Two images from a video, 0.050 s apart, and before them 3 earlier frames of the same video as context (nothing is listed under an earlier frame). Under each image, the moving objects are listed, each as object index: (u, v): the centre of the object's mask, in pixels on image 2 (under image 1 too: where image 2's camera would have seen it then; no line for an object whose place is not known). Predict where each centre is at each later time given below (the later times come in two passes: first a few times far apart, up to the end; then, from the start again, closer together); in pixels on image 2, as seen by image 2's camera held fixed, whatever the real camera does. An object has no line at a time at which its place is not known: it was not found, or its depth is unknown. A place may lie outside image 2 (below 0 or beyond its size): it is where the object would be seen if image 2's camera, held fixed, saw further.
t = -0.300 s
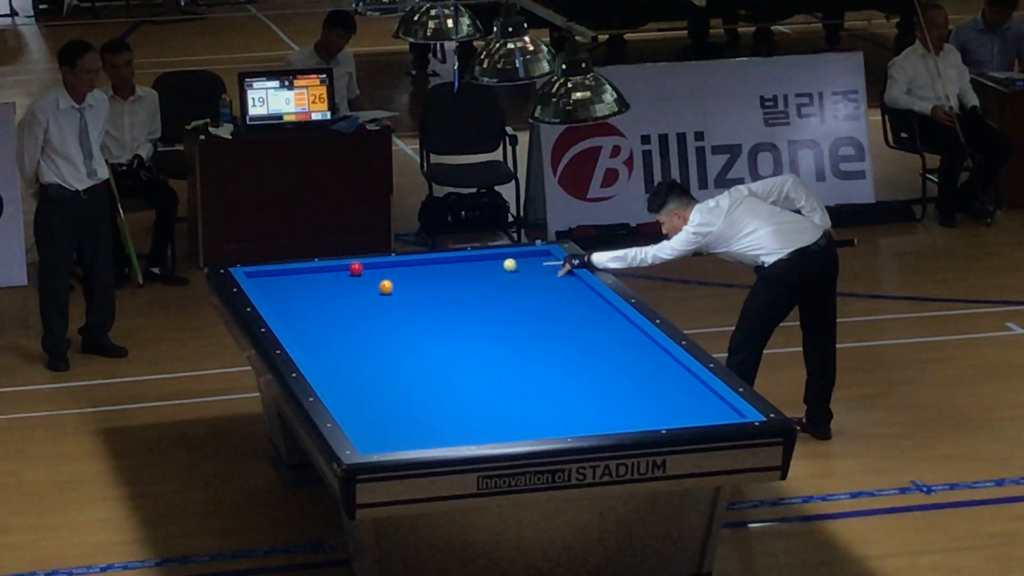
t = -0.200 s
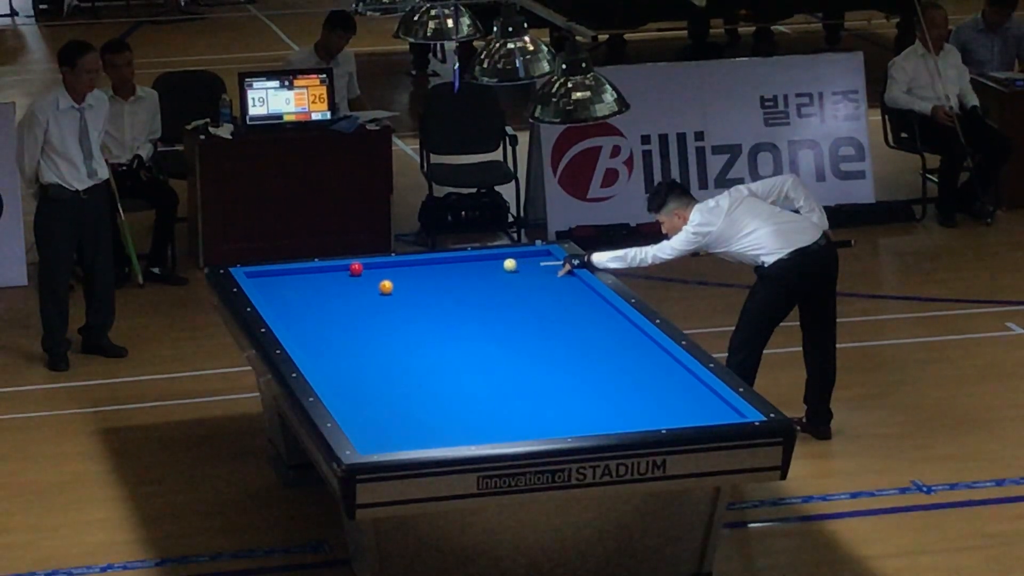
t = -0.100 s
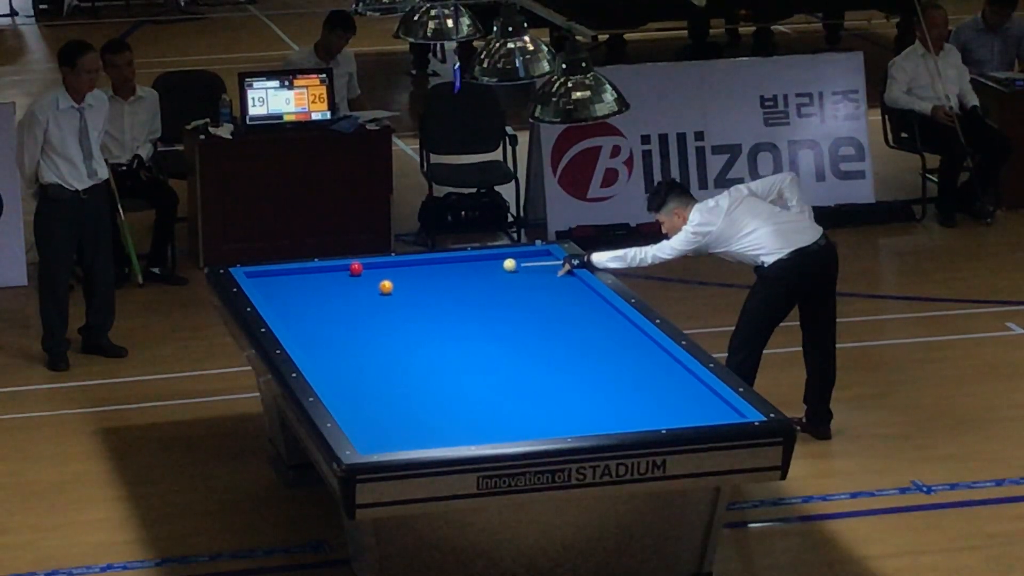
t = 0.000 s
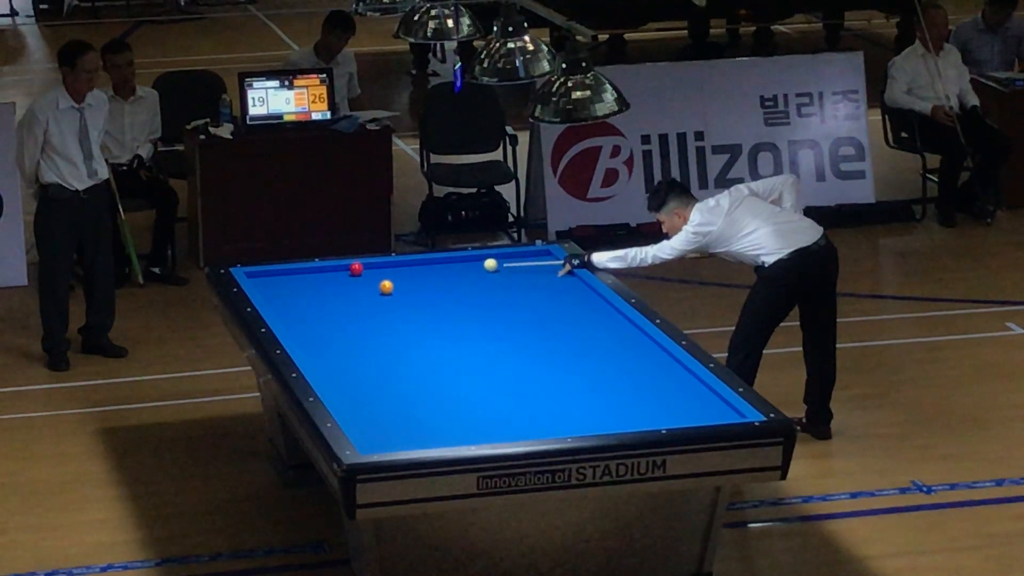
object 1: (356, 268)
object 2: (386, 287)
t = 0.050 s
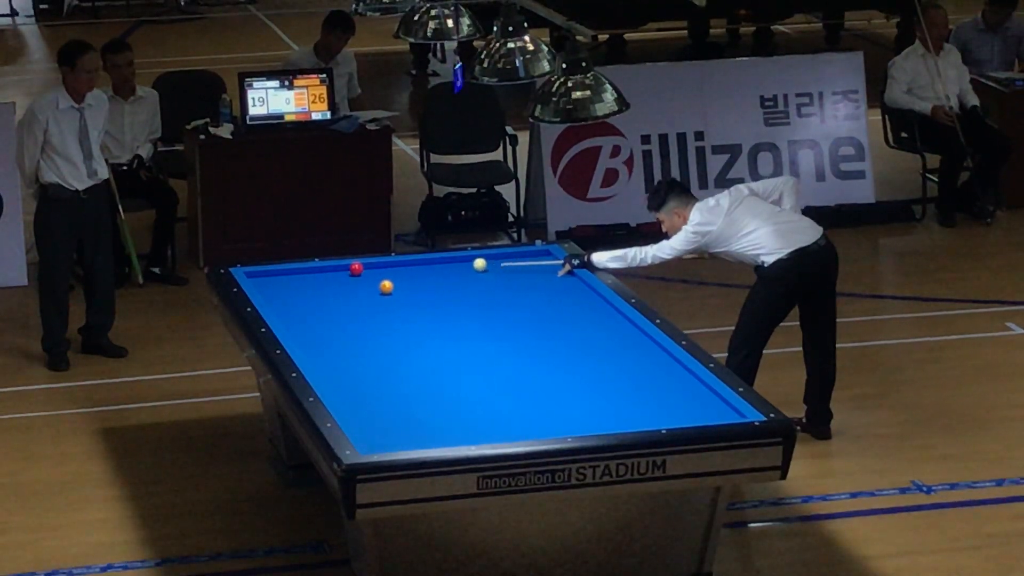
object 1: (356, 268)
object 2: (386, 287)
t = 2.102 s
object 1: (324, 292)
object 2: (386, 287)
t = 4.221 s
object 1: (287, 318)
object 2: (443, 289)
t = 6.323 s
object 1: (302, 327)
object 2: (495, 289)
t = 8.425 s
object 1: (304, 327)
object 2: (504, 289)
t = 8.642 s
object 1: (304, 327)
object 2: (504, 289)
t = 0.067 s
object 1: (356, 268)
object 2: (386, 287)
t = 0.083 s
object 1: (356, 268)
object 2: (386, 287)
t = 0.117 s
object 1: (356, 268)
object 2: (386, 287)
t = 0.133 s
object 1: (356, 268)
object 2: (386, 287)
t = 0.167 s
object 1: (356, 268)
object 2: (386, 287)
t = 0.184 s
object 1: (356, 268)
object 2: (386, 287)
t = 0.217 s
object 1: (356, 268)
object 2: (386, 287)
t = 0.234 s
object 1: (356, 268)
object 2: (386, 287)
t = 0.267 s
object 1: (356, 268)
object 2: (386, 287)
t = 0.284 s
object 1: (356, 268)
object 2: (386, 287)
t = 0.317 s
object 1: (356, 268)
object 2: (386, 287)
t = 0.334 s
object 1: (356, 268)
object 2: (386, 287)
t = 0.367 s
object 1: (356, 268)
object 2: (386, 287)
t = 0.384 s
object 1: (356, 268)
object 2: (386, 287)
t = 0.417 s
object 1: (356, 268)
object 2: (386, 287)
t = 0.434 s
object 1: (356, 268)
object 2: (386, 287)
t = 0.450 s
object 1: (356, 268)
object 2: (386, 287)
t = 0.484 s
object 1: (356, 268)
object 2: (386, 287)
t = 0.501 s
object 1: (356, 268)
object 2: (386, 287)
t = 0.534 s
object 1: (356, 268)
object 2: (386, 287)
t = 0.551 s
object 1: (356, 268)
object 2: (386, 287)
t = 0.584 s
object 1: (356, 268)
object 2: (386, 287)
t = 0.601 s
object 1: (356, 268)
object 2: (386, 287)
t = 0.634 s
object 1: (356, 268)
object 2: (386, 287)
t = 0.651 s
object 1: (356, 268)
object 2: (386, 287)
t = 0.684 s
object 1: (356, 268)
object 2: (386, 287)
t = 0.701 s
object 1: (356, 268)
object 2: (386, 287)
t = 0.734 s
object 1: (355, 269)
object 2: (386, 287)
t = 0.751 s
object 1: (354, 270)
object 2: (386, 287)
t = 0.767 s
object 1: (354, 270)
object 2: (386, 287)
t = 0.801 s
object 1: (353, 270)
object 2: (386, 287)
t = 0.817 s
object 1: (353, 271)
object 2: (386, 287)
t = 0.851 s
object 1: (351, 271)
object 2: (386, 287)
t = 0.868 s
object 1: (351, 271)
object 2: (386, 287)
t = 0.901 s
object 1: (350, 272)
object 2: (386, 287)
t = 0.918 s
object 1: (350, 272)
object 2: (386, 287)
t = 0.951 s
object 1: (349, 273)
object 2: (386, 287)
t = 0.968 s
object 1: (349, 273)
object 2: (386, 287)
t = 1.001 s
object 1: (348, 274)
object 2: (386, 287)
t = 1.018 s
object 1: (348, 274)
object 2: (386, 287)
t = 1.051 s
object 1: (347, 275)
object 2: (386, 287)
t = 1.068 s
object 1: (347, 275)
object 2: (386, 287)
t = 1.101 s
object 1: (346, 275)
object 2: (386, 287)
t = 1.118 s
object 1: (345, 276)
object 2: (386, 287)
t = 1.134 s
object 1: (345, 276)
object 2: (386, 287)
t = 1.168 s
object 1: (344, 277)
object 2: (386, 287)
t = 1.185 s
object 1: (344, 277)
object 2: (386, 287)
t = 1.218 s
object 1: (343, 277)
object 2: (386, 287)
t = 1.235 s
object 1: (342, 278)
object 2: (386, 287)
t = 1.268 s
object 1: (342, 278)
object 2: (386, 287)
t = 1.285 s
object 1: (341, 279)
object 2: (386, 287)
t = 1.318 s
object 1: (341, 279)
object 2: (386, 287)
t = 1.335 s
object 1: (340, 279)
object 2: (386, 287)
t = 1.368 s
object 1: (340, 280)
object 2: (386, 287)
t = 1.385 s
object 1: (339, 280)
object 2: (386, 287)
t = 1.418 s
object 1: (339, 281)
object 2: (386, 287)
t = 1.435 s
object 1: (338, 281)
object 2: (386, 287)
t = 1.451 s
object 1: (337, 281)
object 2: (386, 287)
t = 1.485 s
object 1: (337, 282)
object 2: (386, 287)
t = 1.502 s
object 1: (337, 282)
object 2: (386, 287)
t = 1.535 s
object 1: (336, 282)
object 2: (386, 287)
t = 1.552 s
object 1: (335, 283)
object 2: (386, 287)
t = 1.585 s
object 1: (335, 283)
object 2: (386, 287)
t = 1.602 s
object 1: (334, 283)
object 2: (386, 287)
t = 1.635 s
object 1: (333, 284)
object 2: (386, 287)
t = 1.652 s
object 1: (333, 285)
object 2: (386, 287)
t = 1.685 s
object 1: (333, 285)
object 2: (386, 287)
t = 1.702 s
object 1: (332, 285)
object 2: (386, 287)
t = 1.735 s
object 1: (331, 286)
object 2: (386, 287)
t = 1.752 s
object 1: (331, 286)
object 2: (386, 287)
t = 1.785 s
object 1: (330, 287)
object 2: (386, 287)
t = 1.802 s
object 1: (330, 287)
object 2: (386, 287)
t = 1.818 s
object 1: (330, 287)
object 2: (386, 287)
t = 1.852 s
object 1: (329, 288)
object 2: (386, 287)
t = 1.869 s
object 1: (328, 288)
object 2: (386, 287)
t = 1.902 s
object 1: (328, 288)
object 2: (386, 287)
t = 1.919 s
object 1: (327, 289)
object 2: (386, 287)
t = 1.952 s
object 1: (326, 289)
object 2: (386, 287)
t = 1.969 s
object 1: (326, 290)
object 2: (386, 287)
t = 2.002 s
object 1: (326, 290)
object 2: (386, 287)
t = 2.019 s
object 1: (325, 290)
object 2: (386, 287)
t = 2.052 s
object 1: (324, 291)
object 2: (386, 287)
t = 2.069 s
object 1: (324, 291)
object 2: (386, 287)
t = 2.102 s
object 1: (324, 292)
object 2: (386, 287)
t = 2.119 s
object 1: (323, 292)
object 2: (386, 287)
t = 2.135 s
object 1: (323, 292)
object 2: (386, 287)
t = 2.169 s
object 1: (322, 293)
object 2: (386, 287)
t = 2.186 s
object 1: (322, 293)
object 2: (386, 287)
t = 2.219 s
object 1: (321, 294)
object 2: (386, 287)
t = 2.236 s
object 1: (320, 294)
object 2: (386, 287)
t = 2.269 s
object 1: (320, 294)
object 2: (386, 287)
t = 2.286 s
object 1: (320, 294)
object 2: (386, 287)
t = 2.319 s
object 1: (319, 295)
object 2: (386, 287)
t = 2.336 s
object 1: (319, 295)
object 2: (386, 287)
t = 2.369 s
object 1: (318, 295)
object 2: (386, 287)
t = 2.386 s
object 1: (318, 296)
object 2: (386, 287)
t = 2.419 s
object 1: (317, 296)
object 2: (386, 287)
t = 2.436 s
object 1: (317, 297)
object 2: (386, 287)
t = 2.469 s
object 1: (316, 297)
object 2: (386, 287)
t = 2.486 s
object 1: (316, 297)
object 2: (386, 287)
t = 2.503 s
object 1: (316, 297)
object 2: (386, 287)
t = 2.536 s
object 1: (315, 298)
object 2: (386, 287)
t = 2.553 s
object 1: (314, 298)
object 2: (386, 287)
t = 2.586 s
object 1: (314, 299)
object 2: (386, 287)
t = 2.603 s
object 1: (314, 299)
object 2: (386, 287)
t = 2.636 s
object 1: (313, 299)
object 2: (386, 287)
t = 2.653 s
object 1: (312, 300)
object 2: (386, 287)
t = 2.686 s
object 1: (312, 300)
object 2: (386, 287)
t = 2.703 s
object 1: (311, 300)
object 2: (386, 287)
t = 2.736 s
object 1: (311, 301)
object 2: (386, 287)
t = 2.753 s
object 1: (311, 301)
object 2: (386, 287)
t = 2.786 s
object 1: (310, 301)
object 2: (386, 287)
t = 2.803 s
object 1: (310, 301)
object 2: (386, 287)
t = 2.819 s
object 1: (309, 302)
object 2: (386, 287)
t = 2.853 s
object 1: (309, 302)
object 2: (386, 287)
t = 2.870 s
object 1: (308, 302)
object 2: (386, 287)
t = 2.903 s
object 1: (308, 303)
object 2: (386, 287)
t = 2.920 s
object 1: (308, 303)
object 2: (387, 287)
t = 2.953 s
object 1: (307, 303)
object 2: (389, 287)
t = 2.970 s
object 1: (307, 304)
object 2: (390, 287)
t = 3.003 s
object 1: (306, 304)
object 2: (392, 287)
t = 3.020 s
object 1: (306, 304)
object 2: (393, 287)
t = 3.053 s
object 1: (305, 305)
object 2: (394, 287)
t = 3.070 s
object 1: (305, 305)
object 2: (395, 287)
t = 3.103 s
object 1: (304, 305)
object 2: (397, 287)
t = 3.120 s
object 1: (304, 306)
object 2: (398, 287)
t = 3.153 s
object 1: (303, 306)
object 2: (399, 288)
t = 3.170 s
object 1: (303, 306)
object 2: (400, 287)
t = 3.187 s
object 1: (303, 307)
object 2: (400, 288)
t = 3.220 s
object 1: (302, 307)
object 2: (402, 288)
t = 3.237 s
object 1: (302, 307)
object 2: (403, 287)
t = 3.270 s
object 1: (302, 308)
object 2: (404, 288)
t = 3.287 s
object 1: (301, 308)
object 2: (405, 288)
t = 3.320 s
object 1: (301, 308)
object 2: (406, 288)
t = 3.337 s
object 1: (300, 308)
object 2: (407, 288)
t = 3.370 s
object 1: (300, 308)
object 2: (409, 288)
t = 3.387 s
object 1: (299, 309)
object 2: (409, 288)
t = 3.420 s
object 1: (299, 309)
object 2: (411, 288)
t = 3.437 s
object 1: (299, 309)
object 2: (411, 288)
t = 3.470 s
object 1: (298, 310)
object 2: (413, 288)
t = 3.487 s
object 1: (298, 310)
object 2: (414, 288)
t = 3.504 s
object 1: (298, 310)
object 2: (414, 288)
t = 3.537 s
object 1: (297, 311)
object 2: (416, 288)
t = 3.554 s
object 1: (297, 310)
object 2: (417, 288)
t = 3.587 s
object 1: (296, 311)
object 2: (418, 288)
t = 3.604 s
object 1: (296, 311)
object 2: (419, 288)
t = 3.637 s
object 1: (295, 312)
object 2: (420, 288)
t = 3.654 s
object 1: (295, 312)
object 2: (421, 288)
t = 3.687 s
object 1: (294, 312)
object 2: (422, 288)
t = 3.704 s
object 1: (294, 312)
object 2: (423, 288)
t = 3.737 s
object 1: (294, 313)
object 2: (424, 288)
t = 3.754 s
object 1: (294, 313)
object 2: (425, 288)
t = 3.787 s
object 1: (293, 313)
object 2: (426, 288)
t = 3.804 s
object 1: (293, 314)
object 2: (427, 288)
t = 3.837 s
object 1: (292, 314)
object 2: (428, 288)
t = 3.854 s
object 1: (292, 314)
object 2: (429, 288)
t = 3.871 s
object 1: (292, 314)
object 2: (430, 288)
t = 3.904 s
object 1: (291, 315)
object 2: (431, 288)
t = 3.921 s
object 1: (291, 315)
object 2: (432, 288)
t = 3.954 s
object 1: (291, 315)
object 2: (433, 288)
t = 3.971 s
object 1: (290, 315)
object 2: (433, 288)
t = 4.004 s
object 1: (290, 316)
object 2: (435, 289)
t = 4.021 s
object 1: (290, 316)
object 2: (435, 288)
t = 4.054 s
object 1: (289, 316)
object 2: (437, 288)
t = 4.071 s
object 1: (289, 317)
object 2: (437, 288)
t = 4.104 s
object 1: (289, 317)
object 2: (439, 288)
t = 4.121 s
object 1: (288, 317)
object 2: (439, 288)
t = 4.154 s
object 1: (288, 317)
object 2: (440, 289)
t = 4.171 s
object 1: (288, 318)
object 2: (441, 289)
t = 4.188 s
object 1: (287, 318)
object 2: (442, 289)
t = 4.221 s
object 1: (287, 318)
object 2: (443, 289)
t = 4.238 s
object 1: (287, 318)
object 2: (443, 289)
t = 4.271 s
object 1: (287, 319)
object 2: (444, 289)
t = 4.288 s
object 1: (286, 319)
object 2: (445, 289)
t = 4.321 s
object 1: (286, 319)
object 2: (446, 289)
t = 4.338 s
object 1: (286, 319)
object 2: (447, 289)
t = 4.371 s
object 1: (285, 319)
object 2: (448, 289)
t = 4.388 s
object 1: (285, 319)
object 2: (449, 289)
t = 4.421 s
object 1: (285, 320)
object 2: (450, 289)
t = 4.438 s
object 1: (285, 320)
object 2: (450, 289)
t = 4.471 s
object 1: (285, 320)
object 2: (451, 289)
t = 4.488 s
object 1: (285, 320)
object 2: (452, 289)
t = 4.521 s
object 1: (285, 320)
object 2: (453, 289)
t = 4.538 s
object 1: (286, 320)
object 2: (454, 289)
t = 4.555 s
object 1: (286, 321)
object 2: (454, 289)
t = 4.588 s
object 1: (286, 321)
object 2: (455, 289)
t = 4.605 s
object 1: (286, 321)
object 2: (456, 289)
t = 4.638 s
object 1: (287, 321)
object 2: (457, 289)
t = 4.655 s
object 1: (287, 321)
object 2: (457, 289)
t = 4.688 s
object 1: (287, 321)
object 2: (458, 289)
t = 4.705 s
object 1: (287, 321)
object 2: (459, 289)
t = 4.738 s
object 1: (288, 322)
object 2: (460, 289)
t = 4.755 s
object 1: (288, 322)
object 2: (460, 289)
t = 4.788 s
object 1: (289, 322)
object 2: (461, 289)
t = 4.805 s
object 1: (289, 322)
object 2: (462, 289)
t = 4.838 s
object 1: (289, 323)
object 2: (463, 289)
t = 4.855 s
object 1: (289, 322)
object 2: (463, 289)
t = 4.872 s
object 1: (290, 322)
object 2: (464, 289)
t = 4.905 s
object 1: (290, 323)
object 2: (465, 289)
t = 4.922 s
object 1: (290, 323)
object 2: (465, 289)
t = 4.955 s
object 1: (291, 323)
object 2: (466, 289)
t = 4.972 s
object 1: (291, 323)
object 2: (467, 289)
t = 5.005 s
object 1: (291, 323)
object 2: (468, 289)
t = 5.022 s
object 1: (291, 323)
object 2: (468, 289)
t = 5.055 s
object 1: (291, 323)
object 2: (469, 289)
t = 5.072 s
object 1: (292, 323)
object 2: (470, 289)
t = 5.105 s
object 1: (292, 323)
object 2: (470, 289)
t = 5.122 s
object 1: (292, 323)
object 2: (471, 289)
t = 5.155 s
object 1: (293, 324)
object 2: (471, 289)
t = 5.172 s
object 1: (293, 324)
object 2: (472, 289)
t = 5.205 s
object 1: (293, 324)
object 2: (473, 289)
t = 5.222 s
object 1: (293, 324)
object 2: (473, 289)
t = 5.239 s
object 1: (293, 324)
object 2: (474, 289)
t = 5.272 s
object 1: (294, 324)
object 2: (475, 289)
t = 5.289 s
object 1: (294, 324)
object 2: (475, 289)
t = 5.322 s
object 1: (294, 324)
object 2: (476, 289)
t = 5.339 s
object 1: (294, 324)
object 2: (476, 289)
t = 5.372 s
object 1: (295, 324)
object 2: (477, 289)
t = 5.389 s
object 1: (295, 325)
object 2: (477, 289)
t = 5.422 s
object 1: (295, 325)
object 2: (478, 289)
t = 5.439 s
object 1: (296, 325)
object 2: (478, 289)
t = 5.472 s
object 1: (296, 325)
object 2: (479, 289)
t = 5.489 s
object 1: (296, 325)
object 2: (480, 289)
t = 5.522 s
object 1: (296, 325)
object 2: (480, 289)
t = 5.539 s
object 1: (296, 325)
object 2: (481, 289)
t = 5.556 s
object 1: (296, 325)
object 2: (481, 289)
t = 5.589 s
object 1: (297, 325)
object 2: (482, 289)
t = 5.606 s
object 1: (297, 325)
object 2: (482, 289)
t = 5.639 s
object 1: (297, 325)
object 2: (483, 289)
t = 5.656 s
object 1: (297, 325)
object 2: (483, 289)
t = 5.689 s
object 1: (298, 326)
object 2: (484, 289)
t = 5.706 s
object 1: (298, 326)
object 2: (484, 289)
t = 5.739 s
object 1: (298, 326)
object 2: (485, 289)
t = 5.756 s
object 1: (298, 326)
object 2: (485, 289)
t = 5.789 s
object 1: (298, 326)
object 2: (486, 289)
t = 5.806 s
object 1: (298, 326)
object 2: (486, 289)
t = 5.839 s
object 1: (298, 326)
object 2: (487, 289)
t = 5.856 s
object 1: (299, 326)
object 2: (487, 290)
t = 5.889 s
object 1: (299, 326)
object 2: (488, 289)
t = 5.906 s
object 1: (299, 326)
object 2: (488, 289)
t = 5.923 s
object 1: (299, 326)
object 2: (488, 289)
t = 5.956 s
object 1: (299, 326)
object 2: (489, 289)
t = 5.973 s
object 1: (299, 326)
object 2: (489, 289)
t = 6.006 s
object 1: (300, 327)
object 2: (490, 289)
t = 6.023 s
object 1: (300, 327)
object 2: (490, 289)
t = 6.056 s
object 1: (300, 326)
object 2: (490, 289)
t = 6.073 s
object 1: (300, 327)
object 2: (491, 289)
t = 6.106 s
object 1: (301, 327)
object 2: (491, 289)
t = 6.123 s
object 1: (301, 327)
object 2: (492, 289)
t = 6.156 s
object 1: (301, 327)
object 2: (492, 289)
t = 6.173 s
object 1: (301, 327)
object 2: (493, 290)
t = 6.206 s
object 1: (301, 327)
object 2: (493, 289)
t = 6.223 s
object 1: (301, 327)
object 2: (493, 289)
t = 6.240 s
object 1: (301, 327)
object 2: (493, 289)
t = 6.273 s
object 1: (302, 327)
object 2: (494, 289)
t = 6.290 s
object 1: (302, 327)
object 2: (494, 289)
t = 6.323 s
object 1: (302, 327)
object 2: (495, 289)
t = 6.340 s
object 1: (302, 327)
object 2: (495, 289)
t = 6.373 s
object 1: (302, 327)
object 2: (495, 289)
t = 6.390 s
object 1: (302, 327)
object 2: (496, 289)
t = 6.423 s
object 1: (303, 327)
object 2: (496, 289)
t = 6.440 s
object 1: (303, 327)
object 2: (496, 289)
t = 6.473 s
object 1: (303, 327)
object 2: (497, 289)
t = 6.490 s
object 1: (303, 327)
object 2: (497, 289)
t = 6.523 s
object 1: (303, 327)
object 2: (497, 289)
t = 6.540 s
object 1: (303, 327)
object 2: (497, 289)
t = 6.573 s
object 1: (303, 327)
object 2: (498, 289)
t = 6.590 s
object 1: (303, 327)
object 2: (498, 289)
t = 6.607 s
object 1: (303, 327)
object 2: (498, 289)
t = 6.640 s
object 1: (303, 327)
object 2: (498, 289)
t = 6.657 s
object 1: (304, 327)
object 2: (499, 289)
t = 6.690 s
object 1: (304, 327)
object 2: (499, 289)
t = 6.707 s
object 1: (304, 327)
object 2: (499, 289)
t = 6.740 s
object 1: (304, 327)
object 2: (499, 289)
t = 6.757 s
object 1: (304, 327)
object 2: (500, 289)
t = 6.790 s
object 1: (304, 327)
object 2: (500, 289)
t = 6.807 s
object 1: (304, 327)
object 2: (500, 289)
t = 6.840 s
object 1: (304, 328)
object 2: (500, 289)
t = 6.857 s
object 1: (304, 328)
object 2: (500, 289)
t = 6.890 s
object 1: (304, 327)
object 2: (501, 289)
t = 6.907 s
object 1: (304, 327)
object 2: (501, 289)
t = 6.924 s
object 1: (304, 327)
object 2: (501, 289)
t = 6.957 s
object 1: (304, 327)
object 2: (501, 289)
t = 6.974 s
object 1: (304, 327)
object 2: (501, 289)
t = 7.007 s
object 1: (304, 327)
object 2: (502, 289)
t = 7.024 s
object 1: (304, 327)
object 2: (501, 289)
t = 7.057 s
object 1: (304, 327)
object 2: (502, 289)
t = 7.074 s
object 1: (304, 327)
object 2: (502, 289)
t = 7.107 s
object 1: (304, 327)
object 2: (502, 289)
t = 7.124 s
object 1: (304, 327)
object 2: (502, 289)
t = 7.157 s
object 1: (304, 327)
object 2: (502, 289)
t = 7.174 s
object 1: (304, 327)
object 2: (502, 289)
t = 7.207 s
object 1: (304, 327)
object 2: (502, 289)
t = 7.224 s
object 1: (304, 327)
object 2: (503, 289)
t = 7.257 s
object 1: (304, 327)
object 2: (503, 289)
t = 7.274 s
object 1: (304, 327)
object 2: (503, 289)
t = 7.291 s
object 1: (304, 327)
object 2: (503, 289)
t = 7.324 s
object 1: (304, 328)
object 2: (503, 289)
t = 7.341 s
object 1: (304, 327)
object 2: (503, 289)
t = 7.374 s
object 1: (304, 327)
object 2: (503, 289)
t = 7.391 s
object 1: (304, 327)
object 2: (503, 289)
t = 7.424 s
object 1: (304, 327)
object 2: (503, 289)
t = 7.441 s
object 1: (304, 327)
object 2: (503, 289)
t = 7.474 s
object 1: (304, 327)
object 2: (503, 289)
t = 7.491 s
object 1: (304, 327)
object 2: (503, 289)
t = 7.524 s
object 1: (304, 327)
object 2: (503, 289)
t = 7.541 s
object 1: (304, 327)
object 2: (503, 289)
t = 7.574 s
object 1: (304, 327)
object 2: (503, 289)
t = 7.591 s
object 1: (304, 327)
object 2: (504, 289)
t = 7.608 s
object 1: (304, 327)
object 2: (504, 289)
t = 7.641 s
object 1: (304, 327)
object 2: (504, 289)
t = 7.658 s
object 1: (304, 327)
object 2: (504, 289)
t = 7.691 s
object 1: (304, 328)
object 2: (504, 289)
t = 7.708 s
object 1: (304, 328)
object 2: (504, 289)
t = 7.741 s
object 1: (304, 327)
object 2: (504, 289)
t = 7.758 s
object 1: (304, 327)
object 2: (504, 289)
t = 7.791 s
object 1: (304, 327)
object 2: (504, 289)
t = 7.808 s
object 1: (304, 327)
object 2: (504, 289)
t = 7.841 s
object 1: (304, 327)
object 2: (504, 289)
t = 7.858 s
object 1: (304, 328)
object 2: (504, 289)
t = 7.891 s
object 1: (304, 327)
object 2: (504, 289)
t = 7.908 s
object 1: (304, 327)
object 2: (504, 289)
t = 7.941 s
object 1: (304, 327)
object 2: (504, 289)
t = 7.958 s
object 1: (304, 327)
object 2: (504, 289)
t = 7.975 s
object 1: (304, 328)
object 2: (504, 289)
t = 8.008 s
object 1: (304, 328)
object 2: (504, 289)
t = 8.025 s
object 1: (304, 327)
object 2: (504, 289)
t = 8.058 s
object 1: (304, 328)
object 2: (504, 289)
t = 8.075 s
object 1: (304, 327)
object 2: (504, 289)
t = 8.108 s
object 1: (304, 327)
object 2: (504, 289)
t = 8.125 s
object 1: (304, 327)
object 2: (504, 289)
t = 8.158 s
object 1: (304, 328)
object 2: (504, 289)
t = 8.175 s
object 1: (304, 328)
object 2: (504, 289)
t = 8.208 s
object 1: (304, 328)
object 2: (504, 289)
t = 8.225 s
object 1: (304, 328)
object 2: (504, 289)
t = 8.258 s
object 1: (304, 327)
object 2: (504, 289)
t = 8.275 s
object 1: (304, 327)
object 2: (504, 289)
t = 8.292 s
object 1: (304, 327)
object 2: (504, 289)
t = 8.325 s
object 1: (304, 328)
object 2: (504, 289)
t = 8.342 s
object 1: (304, 328)
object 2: (504, 289)
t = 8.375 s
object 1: (304, 327)
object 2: (504, 289)
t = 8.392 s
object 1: (304, 328)
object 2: (504, 289)
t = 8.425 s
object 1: (304, 327)
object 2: (504, 289)
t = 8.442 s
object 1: (304, 327)
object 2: (503, 289)
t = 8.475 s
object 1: (304, 327)
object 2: (504, 289)
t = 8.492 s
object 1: (304, 327)
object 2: (504, 289)
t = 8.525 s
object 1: (304, 327)
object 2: (504, 289)
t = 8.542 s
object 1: (304, 327)
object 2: (503, 289)
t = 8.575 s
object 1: (304, 327)
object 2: (504, 289)
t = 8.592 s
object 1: (304, 327)
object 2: (504, 289)
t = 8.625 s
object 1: (304, 327)
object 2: (504, 289)
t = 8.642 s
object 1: (304, 327)
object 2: (504, 289)
